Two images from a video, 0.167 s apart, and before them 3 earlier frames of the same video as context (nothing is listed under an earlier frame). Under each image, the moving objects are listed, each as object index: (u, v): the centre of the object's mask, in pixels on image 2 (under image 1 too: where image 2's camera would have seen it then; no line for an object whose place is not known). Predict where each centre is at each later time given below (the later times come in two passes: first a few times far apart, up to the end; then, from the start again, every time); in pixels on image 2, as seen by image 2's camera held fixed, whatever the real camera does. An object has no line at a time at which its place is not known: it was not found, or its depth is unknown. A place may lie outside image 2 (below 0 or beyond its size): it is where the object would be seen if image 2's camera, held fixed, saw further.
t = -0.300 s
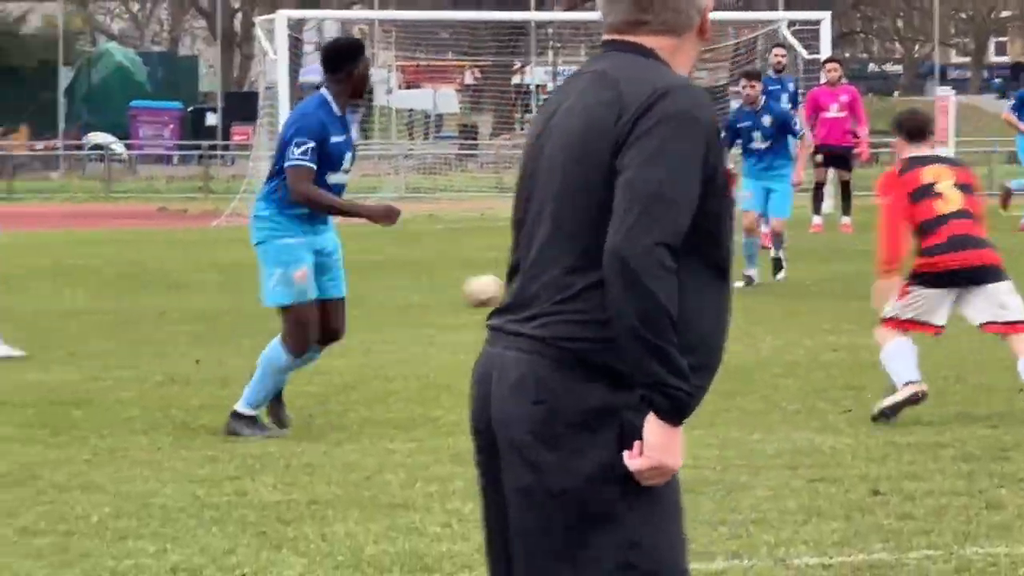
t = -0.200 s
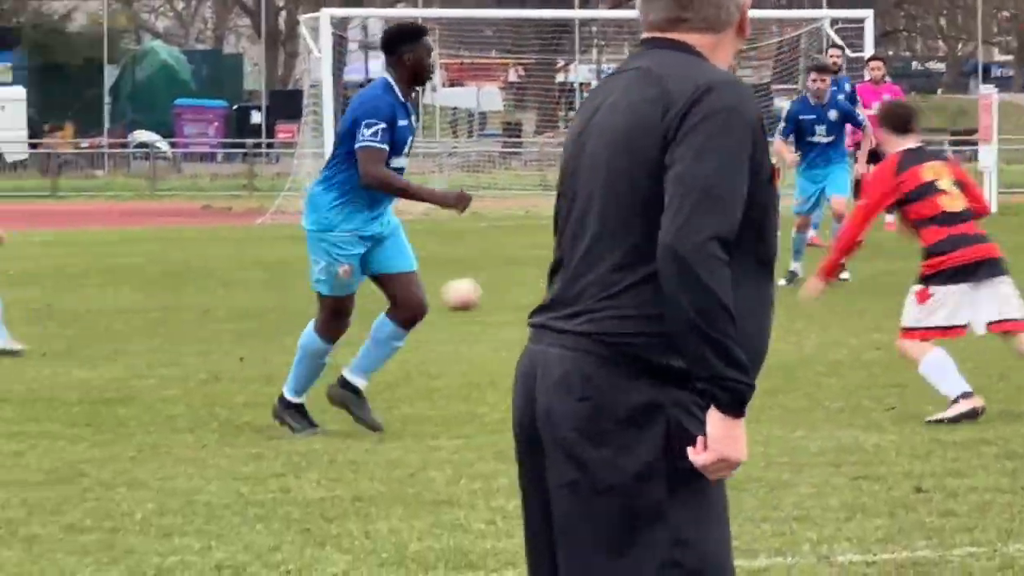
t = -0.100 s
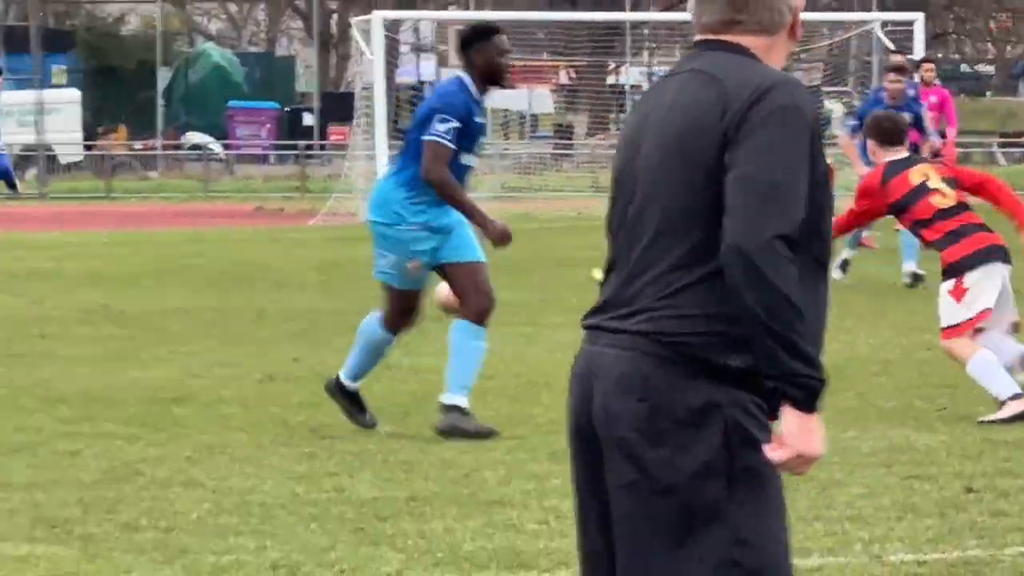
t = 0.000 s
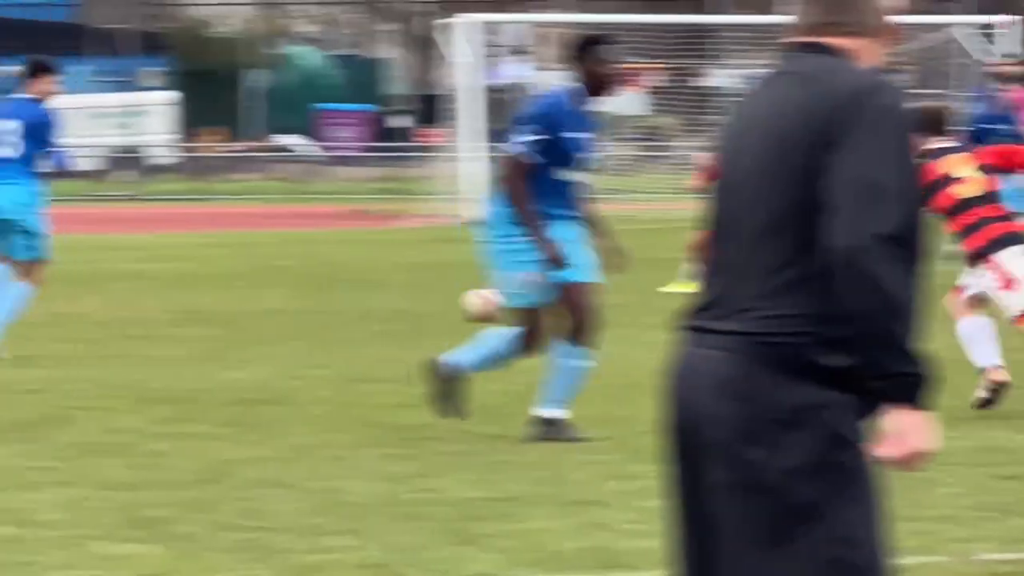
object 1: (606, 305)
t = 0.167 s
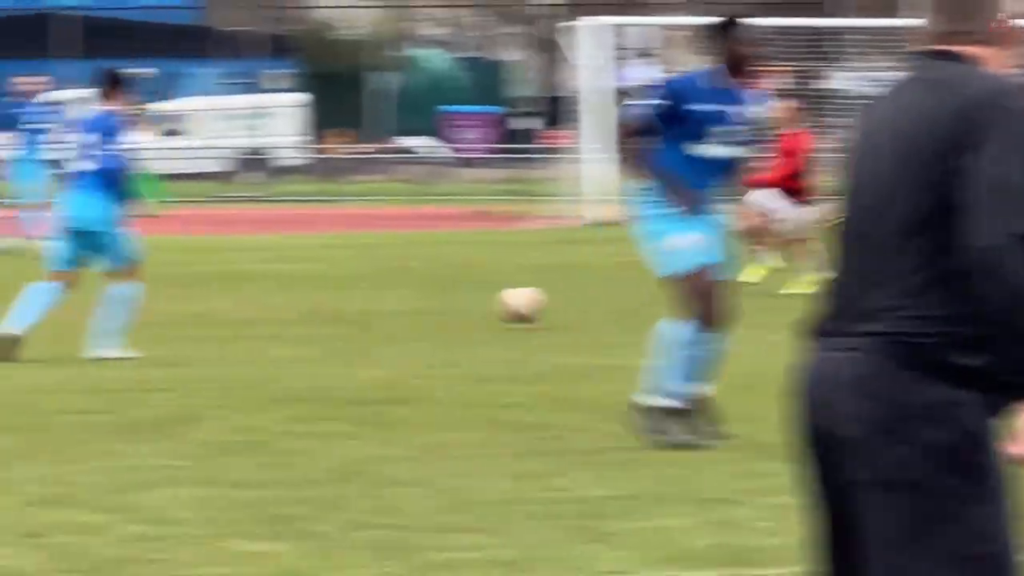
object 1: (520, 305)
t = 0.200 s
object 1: (505, 305)
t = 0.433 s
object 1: (392, 317)
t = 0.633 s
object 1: (286, 322)
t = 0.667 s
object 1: (268, 324)
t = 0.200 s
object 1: (505, 305)
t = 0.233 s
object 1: (489, 306)
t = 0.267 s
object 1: (475, 310)
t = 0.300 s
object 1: (459, 316)
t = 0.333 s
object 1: (444, 317)
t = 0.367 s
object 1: (427, 314)
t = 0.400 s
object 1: (409, 314)
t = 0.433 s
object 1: (392, 317)
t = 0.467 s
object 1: (375, 321)
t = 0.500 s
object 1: (357, 326)
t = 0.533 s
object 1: (340, 324)
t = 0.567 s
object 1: (322, 321)
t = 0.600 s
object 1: (305, 320)
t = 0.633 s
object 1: (286, 322)
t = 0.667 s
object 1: (268, 324)
